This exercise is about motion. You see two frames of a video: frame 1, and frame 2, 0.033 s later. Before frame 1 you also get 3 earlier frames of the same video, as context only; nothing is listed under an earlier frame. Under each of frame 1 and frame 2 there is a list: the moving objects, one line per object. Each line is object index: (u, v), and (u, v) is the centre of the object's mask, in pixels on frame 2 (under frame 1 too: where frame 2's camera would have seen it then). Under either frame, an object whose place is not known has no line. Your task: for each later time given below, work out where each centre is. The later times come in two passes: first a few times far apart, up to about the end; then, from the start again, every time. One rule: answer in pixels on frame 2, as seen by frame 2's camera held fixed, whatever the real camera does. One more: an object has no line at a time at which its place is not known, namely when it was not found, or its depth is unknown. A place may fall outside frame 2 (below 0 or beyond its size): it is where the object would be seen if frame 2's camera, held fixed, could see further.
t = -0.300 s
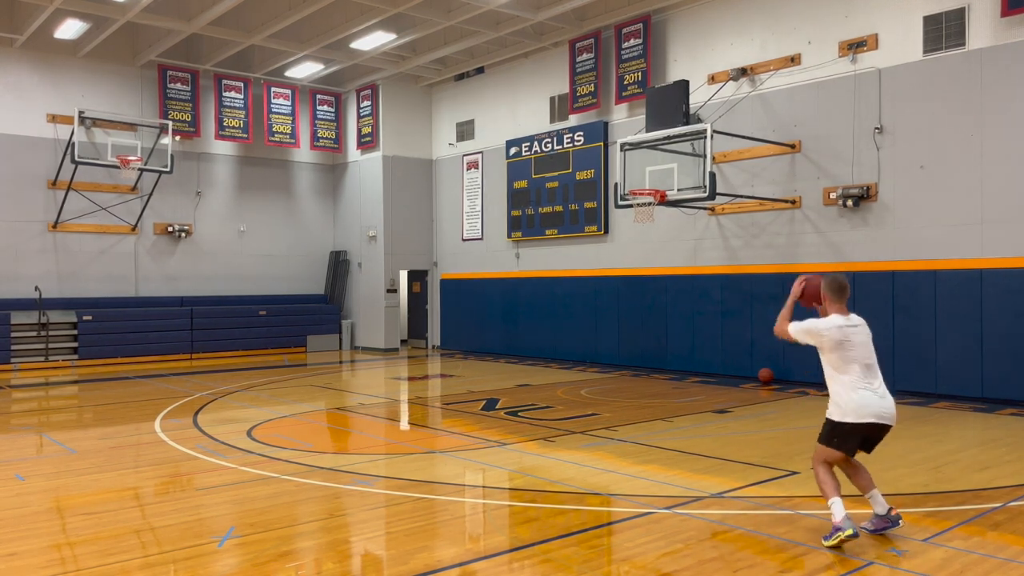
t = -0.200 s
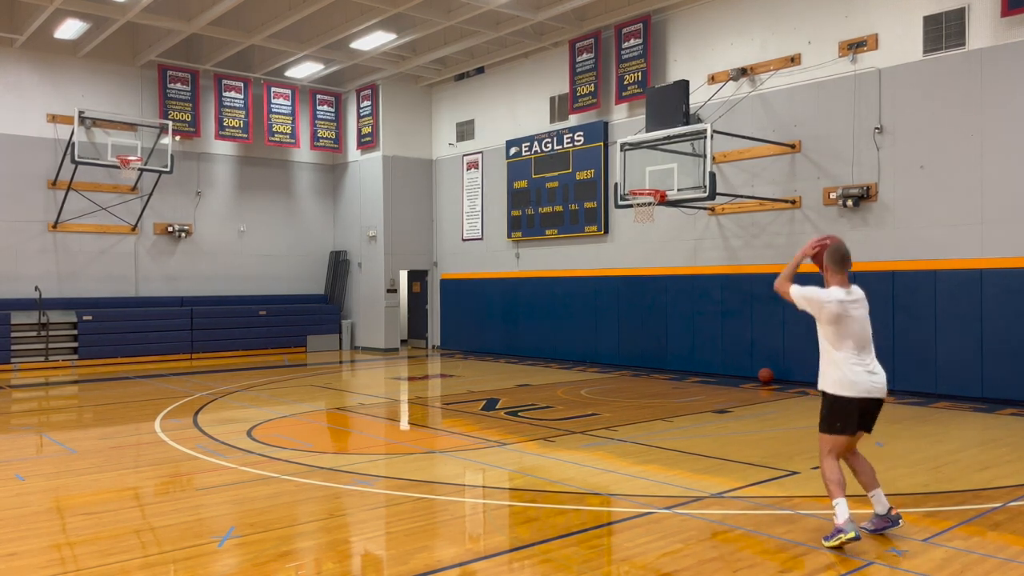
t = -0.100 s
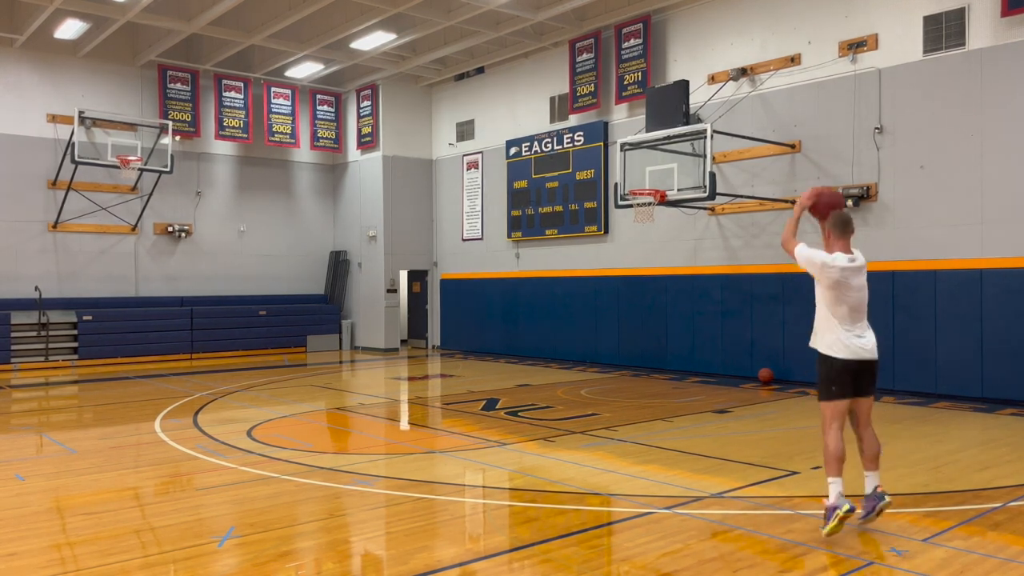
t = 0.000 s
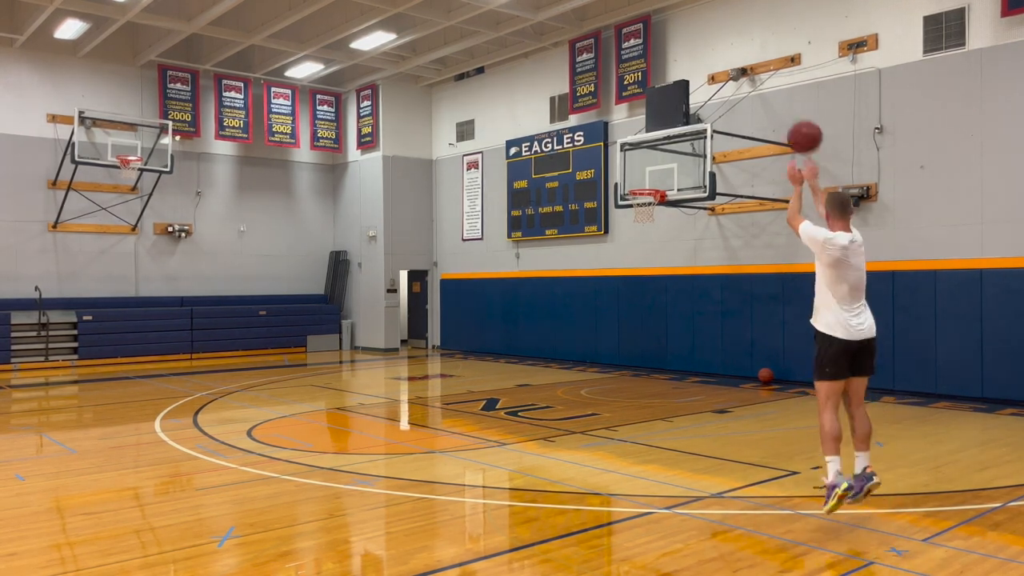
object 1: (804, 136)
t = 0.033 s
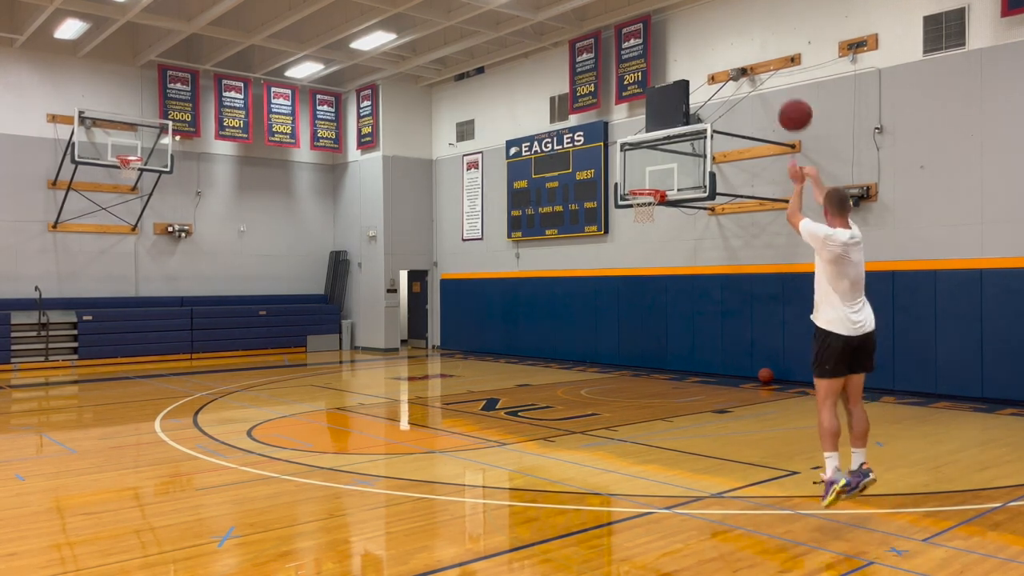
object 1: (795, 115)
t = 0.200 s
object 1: (756, 43)
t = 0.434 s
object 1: (717, 12)
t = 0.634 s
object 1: (693, 27)
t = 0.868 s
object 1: (672, 76)
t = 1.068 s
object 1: (658, 139)
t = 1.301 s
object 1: (638, 214)
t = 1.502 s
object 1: (615, 250)
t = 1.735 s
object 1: (587, 324)
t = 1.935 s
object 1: (568, 366)
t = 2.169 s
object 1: (555, 306)
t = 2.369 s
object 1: (543, 282)
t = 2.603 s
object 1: (530, 286)
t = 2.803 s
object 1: (517, 319)
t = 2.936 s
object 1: (509, 358)
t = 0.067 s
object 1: (786, 96)
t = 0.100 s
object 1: (778, 80)
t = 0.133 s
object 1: (770, 65)
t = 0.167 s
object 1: (763, 52)
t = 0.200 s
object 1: (756, 43)
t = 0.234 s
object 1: (749, 34)
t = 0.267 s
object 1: (743, 27)
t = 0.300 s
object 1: (737, 22)
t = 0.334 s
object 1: (732, 17)
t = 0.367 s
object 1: (727, 14)
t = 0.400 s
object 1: (722, 12)
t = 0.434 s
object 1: (717, 12)
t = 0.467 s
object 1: (712, 12)
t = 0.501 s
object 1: (708, 13)
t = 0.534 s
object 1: (704, 16)
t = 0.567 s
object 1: (700, 19)
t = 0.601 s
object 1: (696, 22)
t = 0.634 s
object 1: (693, 27)
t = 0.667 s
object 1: (689, 32)
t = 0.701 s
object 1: (686, 38)
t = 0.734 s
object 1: (683, 45)
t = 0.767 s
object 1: (680, 52)
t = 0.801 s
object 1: (677, 59)
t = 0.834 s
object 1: (674, 68)
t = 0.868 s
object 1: (672, 76)
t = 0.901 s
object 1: (669, 86)
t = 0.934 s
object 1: (667, 95)
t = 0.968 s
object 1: (664, 105)
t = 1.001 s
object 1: (662, 116)
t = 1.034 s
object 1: (660, 127)
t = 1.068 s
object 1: (658, 139)
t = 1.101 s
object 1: (656, 151)
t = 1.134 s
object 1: (654, 162)
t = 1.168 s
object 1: (652, 175)
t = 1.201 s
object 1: (650, 185)
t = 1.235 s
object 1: (649, 199)
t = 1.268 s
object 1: (642, 209)
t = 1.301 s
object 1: (638, 214)
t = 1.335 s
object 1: (635, 218)
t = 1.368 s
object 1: (631, 223)
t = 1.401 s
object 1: (627, 229)
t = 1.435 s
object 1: (623, 235)
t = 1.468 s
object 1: (618, 242)
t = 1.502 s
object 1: (615, 250)
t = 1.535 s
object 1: (611, 259)
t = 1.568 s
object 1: (607, 268)
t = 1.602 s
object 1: (603, 278)
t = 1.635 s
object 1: (599, 289)
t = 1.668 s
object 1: (595, 300)
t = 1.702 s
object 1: (591, 311)
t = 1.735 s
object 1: (587, 324)
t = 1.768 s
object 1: (584, 337)
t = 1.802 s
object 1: (580, 351)
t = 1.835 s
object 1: (576, 365)
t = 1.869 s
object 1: (572, 380)
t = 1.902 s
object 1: (570, 377)
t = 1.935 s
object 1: (568, 366)
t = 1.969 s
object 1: (566, 355)
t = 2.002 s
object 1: (565, 346)
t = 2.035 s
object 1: (563, 337)
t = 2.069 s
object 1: (561, 328)
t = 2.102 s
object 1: (559, 320)
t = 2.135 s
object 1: (557, 313)
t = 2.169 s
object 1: (555, 306)
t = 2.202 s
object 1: (553, 301)
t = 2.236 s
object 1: (551, 295)
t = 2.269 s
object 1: (549, 291)
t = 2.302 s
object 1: (547, 287)
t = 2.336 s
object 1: (545, 285)
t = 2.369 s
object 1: (543, 282)
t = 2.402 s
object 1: (541, 280)
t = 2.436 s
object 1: (540, 279)
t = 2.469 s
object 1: (537, 279)
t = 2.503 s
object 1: (535, 279)
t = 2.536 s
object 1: (534, 281)
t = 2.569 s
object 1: (531, 283)
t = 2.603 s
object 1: (530, 286)
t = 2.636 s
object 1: (527, 289)
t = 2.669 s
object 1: (525, 293)
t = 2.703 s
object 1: (523, 299)
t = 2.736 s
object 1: (521, 305)
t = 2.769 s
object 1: (519, 311)
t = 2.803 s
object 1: (517, 319)
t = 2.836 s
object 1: (515, 328)
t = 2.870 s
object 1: (513, 337)
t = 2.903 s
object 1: (511, 347)
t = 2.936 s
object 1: (509, 358)
